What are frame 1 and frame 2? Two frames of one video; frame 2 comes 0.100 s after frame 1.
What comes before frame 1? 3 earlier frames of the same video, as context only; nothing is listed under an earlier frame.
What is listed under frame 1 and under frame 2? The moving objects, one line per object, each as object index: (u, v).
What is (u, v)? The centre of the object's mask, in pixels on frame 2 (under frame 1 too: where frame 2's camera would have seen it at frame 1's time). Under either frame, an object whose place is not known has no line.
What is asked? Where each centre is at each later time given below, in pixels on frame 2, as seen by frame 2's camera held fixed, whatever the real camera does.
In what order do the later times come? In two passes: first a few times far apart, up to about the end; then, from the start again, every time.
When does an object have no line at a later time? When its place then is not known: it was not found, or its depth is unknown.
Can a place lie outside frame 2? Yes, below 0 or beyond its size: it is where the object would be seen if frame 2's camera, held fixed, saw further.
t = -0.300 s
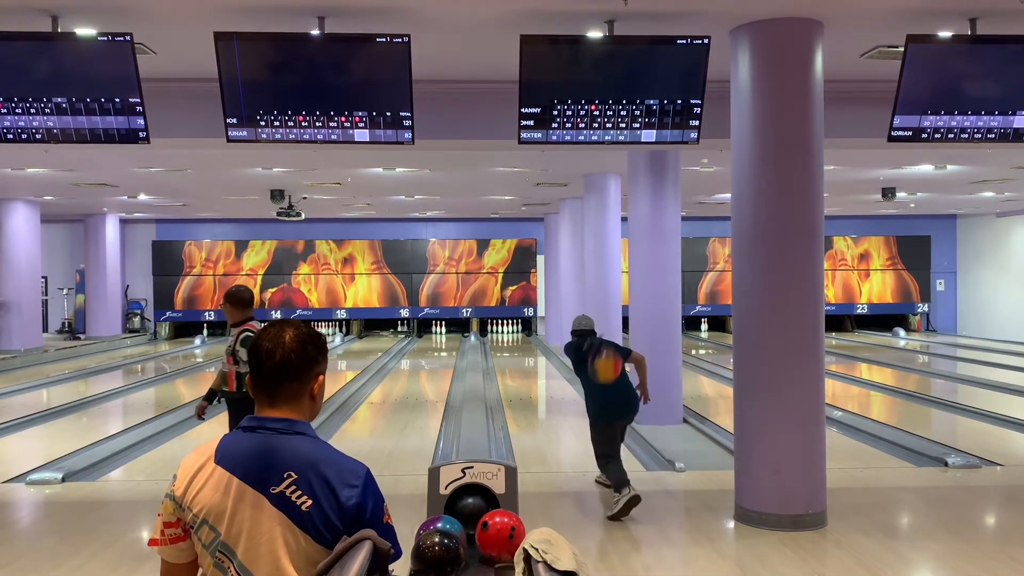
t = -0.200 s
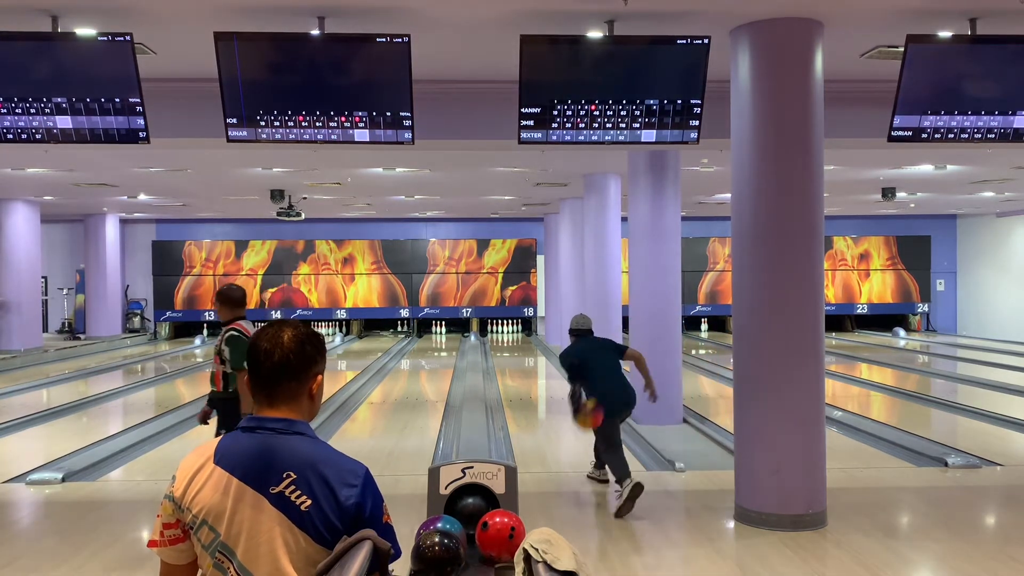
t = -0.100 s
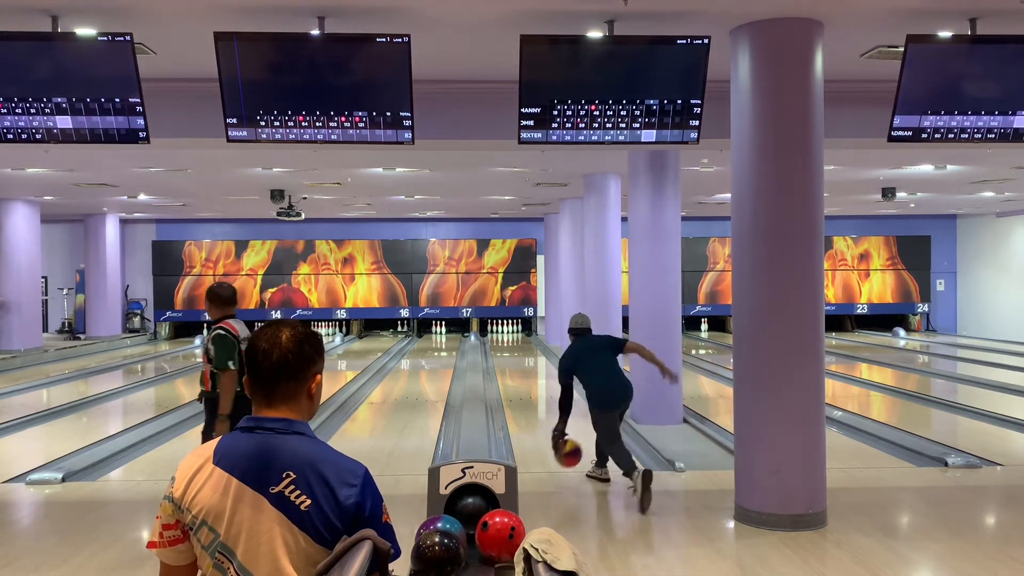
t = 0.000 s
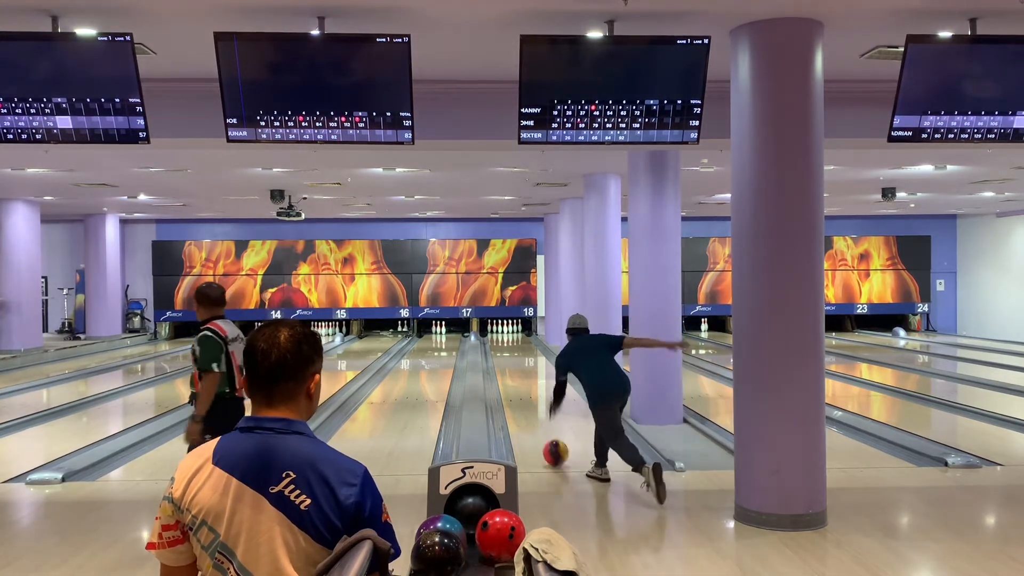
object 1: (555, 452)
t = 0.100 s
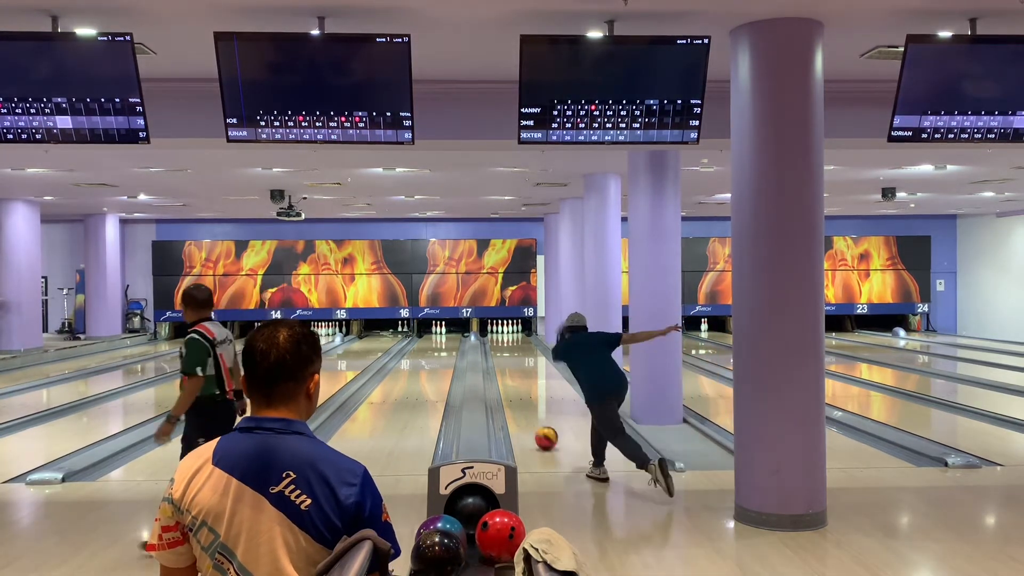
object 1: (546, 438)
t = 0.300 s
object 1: (533, 413)
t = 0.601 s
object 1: (519, 389)
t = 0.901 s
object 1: (510, 372)
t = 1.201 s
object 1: (504, 360)
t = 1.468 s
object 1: (500, 351)
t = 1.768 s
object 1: (497, 342)
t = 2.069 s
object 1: (497, 339)
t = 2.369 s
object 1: (497, 333)
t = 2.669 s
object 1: (499, 330)
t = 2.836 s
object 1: (499, 328)
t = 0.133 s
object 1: (543, 433)
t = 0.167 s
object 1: (541, 429)
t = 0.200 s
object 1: (539, 425)
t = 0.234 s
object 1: (536, 420)
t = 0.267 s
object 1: (535, 417)
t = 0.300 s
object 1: (533, 413)
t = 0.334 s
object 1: (530, 410)
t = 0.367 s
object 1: (529, 406)
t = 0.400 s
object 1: (528, 401)
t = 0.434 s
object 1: (527, 399)
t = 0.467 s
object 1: (524, 398)
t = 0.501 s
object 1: (523, 396)
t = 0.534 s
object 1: (521, 393)
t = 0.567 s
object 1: (520, 390)
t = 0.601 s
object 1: (519, 389)
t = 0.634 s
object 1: (517, 386)
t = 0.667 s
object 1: (516, 384)
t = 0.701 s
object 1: (515, 382)
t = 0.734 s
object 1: (514, 380)
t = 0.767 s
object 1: (513, 379)
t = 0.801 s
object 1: (512, 377)
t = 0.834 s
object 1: (511, 375)
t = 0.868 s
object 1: (511, 373)
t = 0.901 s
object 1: (510, 372)
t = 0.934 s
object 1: (509, 370)
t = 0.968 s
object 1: (508, 369)
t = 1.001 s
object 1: (508, 367)
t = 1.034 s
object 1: (507, 366)
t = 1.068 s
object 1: (506, 364)
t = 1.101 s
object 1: (506, 363)
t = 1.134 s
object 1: (505, 362)
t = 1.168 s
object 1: (504, 361)
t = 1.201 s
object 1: (504, 360)
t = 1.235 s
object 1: (503, 359)
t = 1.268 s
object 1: (503, 358)
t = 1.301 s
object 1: (502, 356)
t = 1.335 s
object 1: (502, 355)
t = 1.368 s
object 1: (502, 354)
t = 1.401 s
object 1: (501, 354)
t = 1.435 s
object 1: (501, 353)
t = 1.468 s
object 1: (500, 351)
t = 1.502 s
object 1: (500, 351)
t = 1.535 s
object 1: (499, 348)
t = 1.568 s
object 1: (500, 347)
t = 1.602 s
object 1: (499, 348)
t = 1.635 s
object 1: (499, 347)
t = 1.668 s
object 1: (499, 346)
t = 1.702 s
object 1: (499, 346)
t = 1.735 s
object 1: (498, 345)
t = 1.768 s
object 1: (497, 342)
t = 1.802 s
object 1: (497, 343)
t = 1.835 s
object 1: (497, 342)
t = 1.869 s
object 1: (497, 342)
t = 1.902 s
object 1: (497, 341)
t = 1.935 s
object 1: (497, 341)
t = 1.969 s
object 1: (496, 340)
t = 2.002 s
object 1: (497, 339)
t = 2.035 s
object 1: (496, 339)
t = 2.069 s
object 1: (497, 339)
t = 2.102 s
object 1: (497, 338)
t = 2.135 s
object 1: (497, 337)
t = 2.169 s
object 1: (497, 336)
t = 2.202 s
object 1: (497, 336)
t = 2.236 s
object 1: (497, 336)
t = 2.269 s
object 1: (497, 335)
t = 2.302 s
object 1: (497, 334)
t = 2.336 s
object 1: (497, 333)
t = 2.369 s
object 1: (497, 333)
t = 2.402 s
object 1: (497, 333)
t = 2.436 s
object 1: (498, 332)
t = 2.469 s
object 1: (498, 332)
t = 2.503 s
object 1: (499, 332)
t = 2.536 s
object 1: (498, 331)
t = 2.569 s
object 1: (499, 331)
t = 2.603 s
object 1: (500, 330)
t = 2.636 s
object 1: (500, 330)
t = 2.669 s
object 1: (499, 330)
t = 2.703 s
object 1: (500, 329)
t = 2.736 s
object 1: (500, 328)
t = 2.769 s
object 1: (498, 329)
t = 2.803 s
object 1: (499, 328)
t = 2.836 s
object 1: (499, 328)
